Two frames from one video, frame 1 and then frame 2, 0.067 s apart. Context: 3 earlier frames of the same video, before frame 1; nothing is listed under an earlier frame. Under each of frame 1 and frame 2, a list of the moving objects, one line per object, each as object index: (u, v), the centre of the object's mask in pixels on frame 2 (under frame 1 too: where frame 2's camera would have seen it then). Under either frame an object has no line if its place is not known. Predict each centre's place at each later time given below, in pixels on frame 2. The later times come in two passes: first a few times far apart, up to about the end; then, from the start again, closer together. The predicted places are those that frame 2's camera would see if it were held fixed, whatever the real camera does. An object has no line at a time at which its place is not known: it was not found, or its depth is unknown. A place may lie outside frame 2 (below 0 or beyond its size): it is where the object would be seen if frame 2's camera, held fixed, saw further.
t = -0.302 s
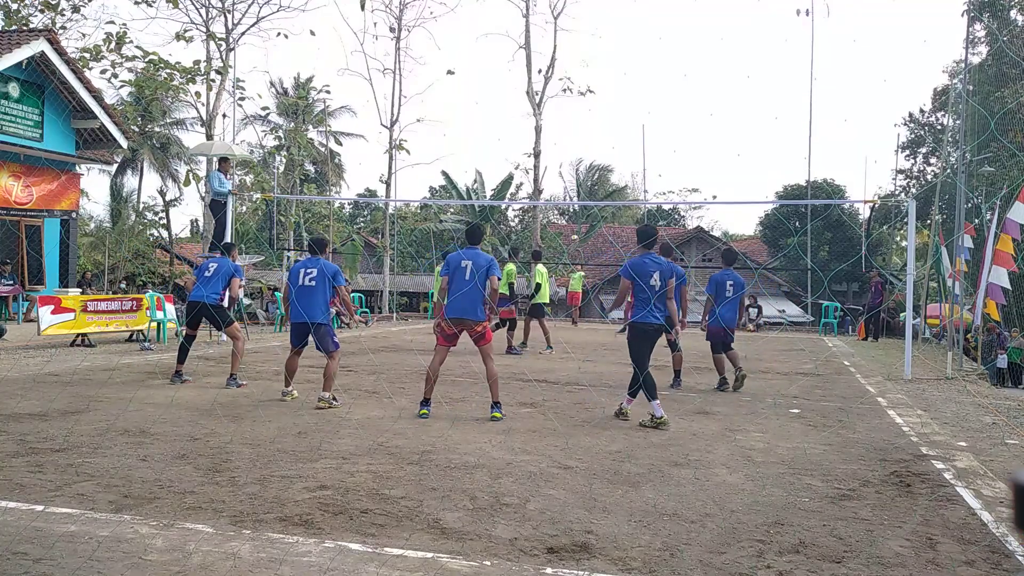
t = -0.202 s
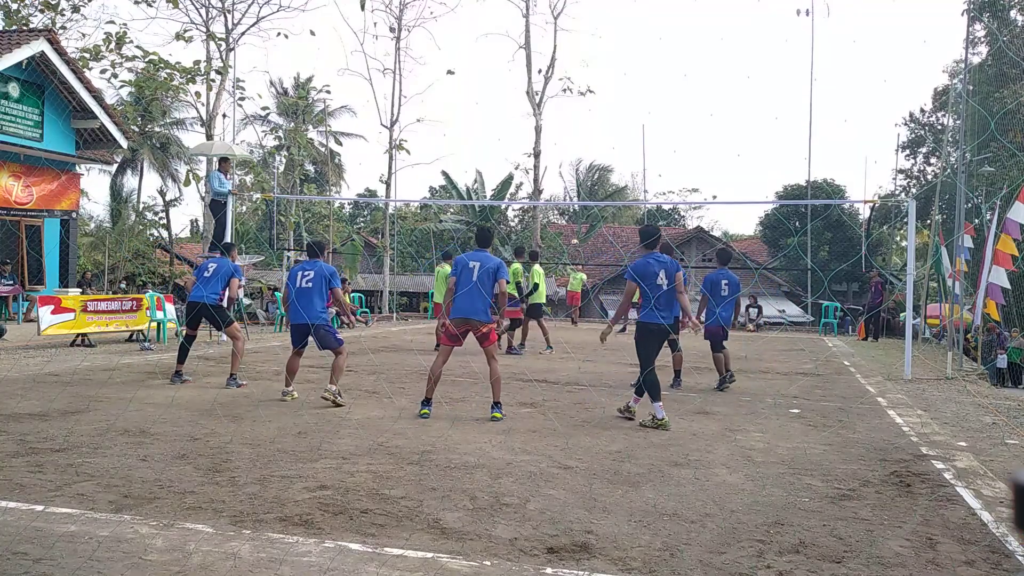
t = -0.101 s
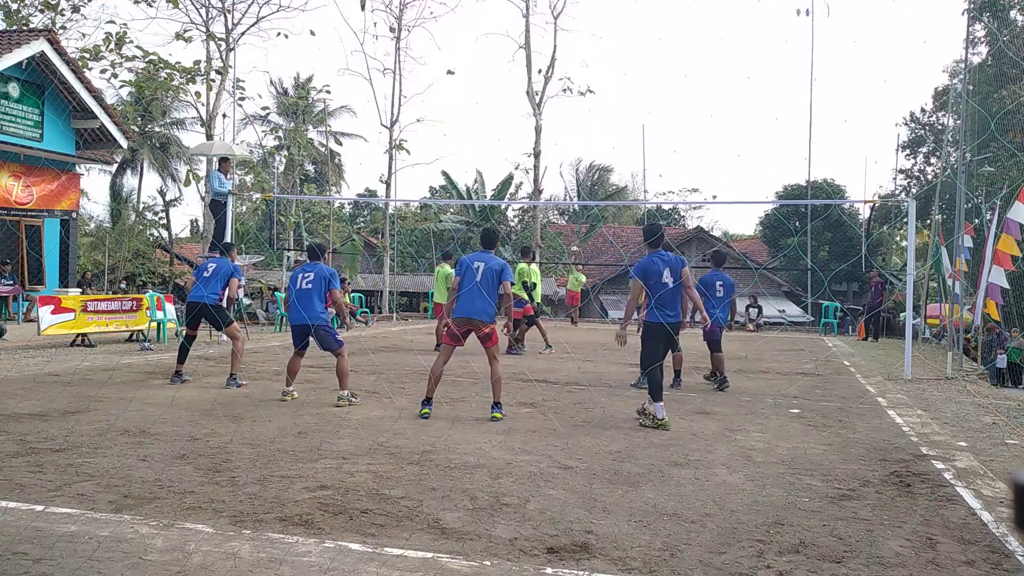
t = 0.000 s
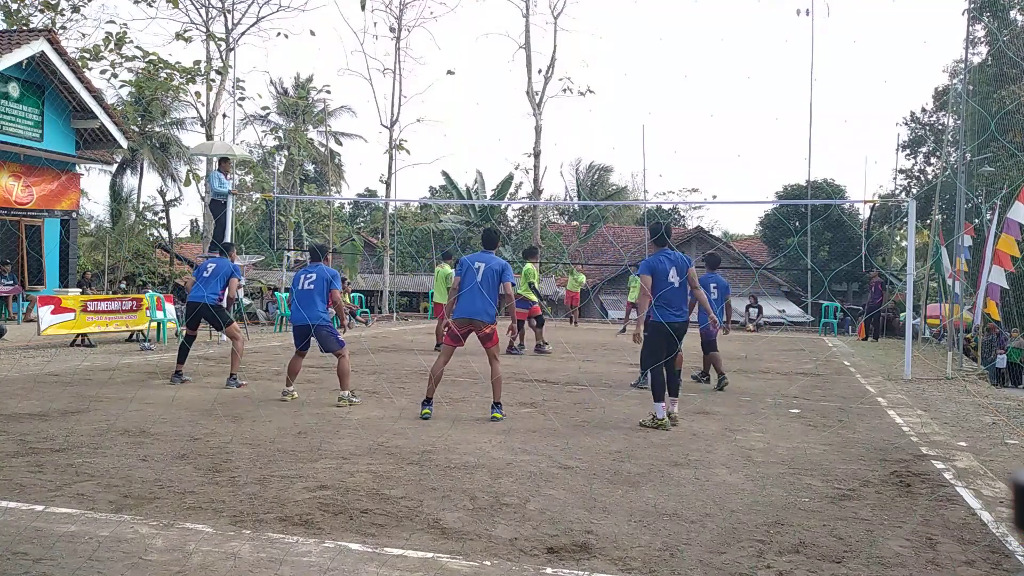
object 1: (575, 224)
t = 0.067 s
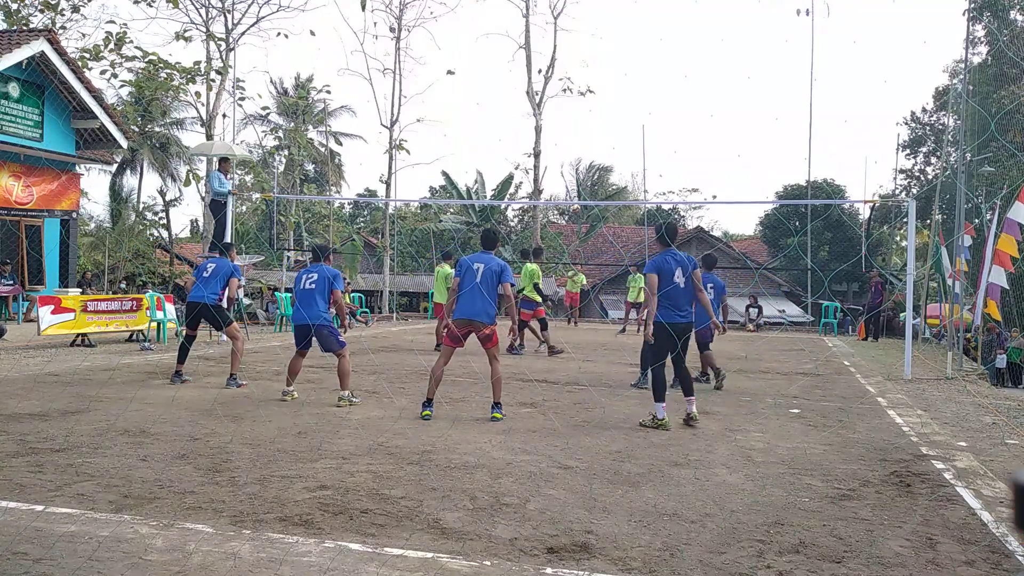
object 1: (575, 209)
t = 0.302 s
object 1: (583, 157)
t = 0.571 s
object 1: (597, 118)
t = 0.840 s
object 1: (620, 116)
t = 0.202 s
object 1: (579, 178)
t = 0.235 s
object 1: (580, 172)
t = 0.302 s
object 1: (583, 157)
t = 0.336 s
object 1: (584, 151)
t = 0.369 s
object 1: (586, 145)
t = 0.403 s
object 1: (587, 139)
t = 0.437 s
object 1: (589, 134)
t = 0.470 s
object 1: (590, 129)
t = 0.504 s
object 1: (592, 125)
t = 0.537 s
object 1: (594, 121)
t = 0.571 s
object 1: (597, 118)
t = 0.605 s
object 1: (599, 115)
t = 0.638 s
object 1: (601, 113)
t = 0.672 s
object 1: (604, 112)
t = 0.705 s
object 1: (607, 112)
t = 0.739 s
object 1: (610, 112)
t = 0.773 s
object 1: (613, 113)
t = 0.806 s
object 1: (616, 114)
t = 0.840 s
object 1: (620, 116)
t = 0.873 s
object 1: (624, 119)
